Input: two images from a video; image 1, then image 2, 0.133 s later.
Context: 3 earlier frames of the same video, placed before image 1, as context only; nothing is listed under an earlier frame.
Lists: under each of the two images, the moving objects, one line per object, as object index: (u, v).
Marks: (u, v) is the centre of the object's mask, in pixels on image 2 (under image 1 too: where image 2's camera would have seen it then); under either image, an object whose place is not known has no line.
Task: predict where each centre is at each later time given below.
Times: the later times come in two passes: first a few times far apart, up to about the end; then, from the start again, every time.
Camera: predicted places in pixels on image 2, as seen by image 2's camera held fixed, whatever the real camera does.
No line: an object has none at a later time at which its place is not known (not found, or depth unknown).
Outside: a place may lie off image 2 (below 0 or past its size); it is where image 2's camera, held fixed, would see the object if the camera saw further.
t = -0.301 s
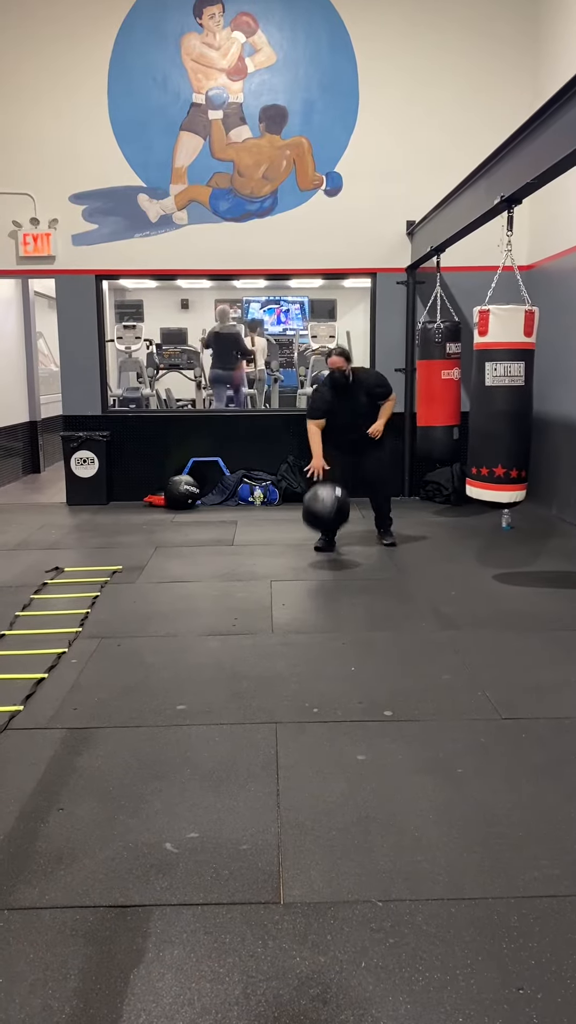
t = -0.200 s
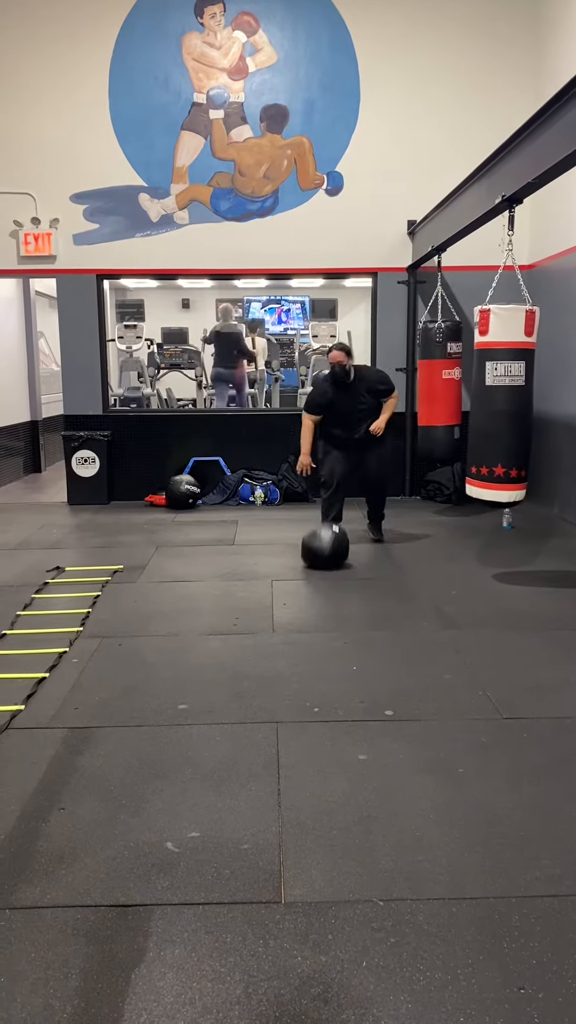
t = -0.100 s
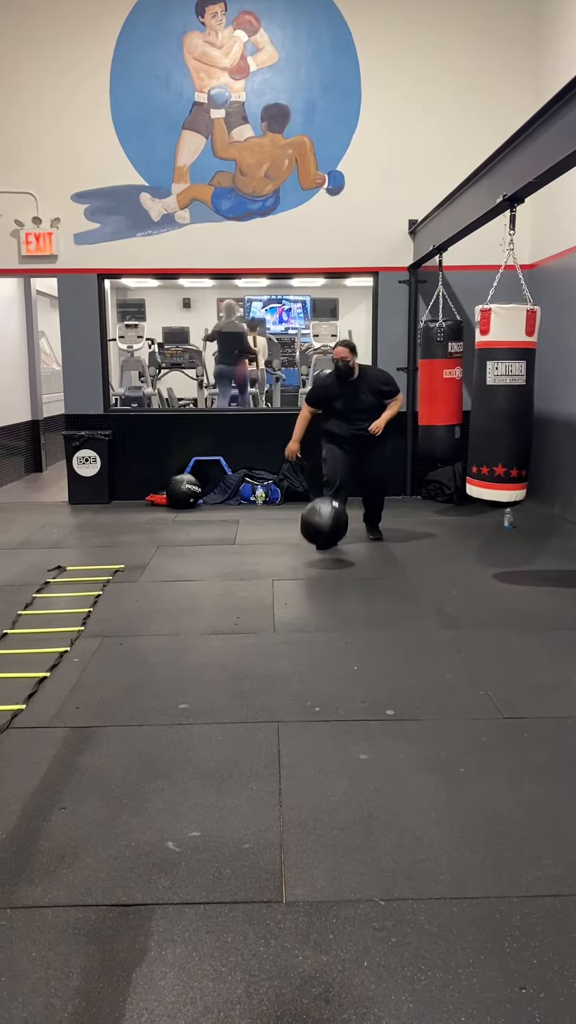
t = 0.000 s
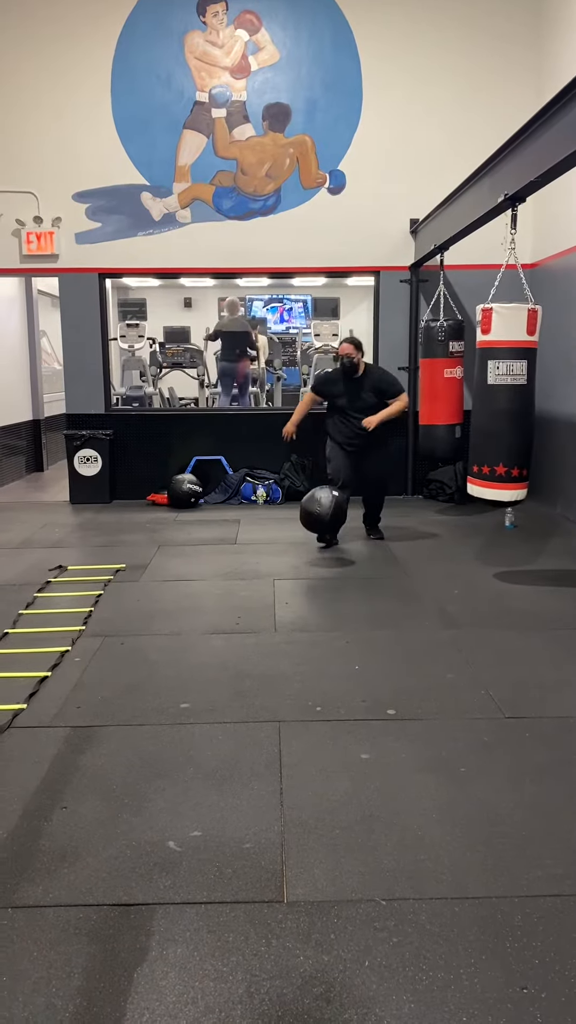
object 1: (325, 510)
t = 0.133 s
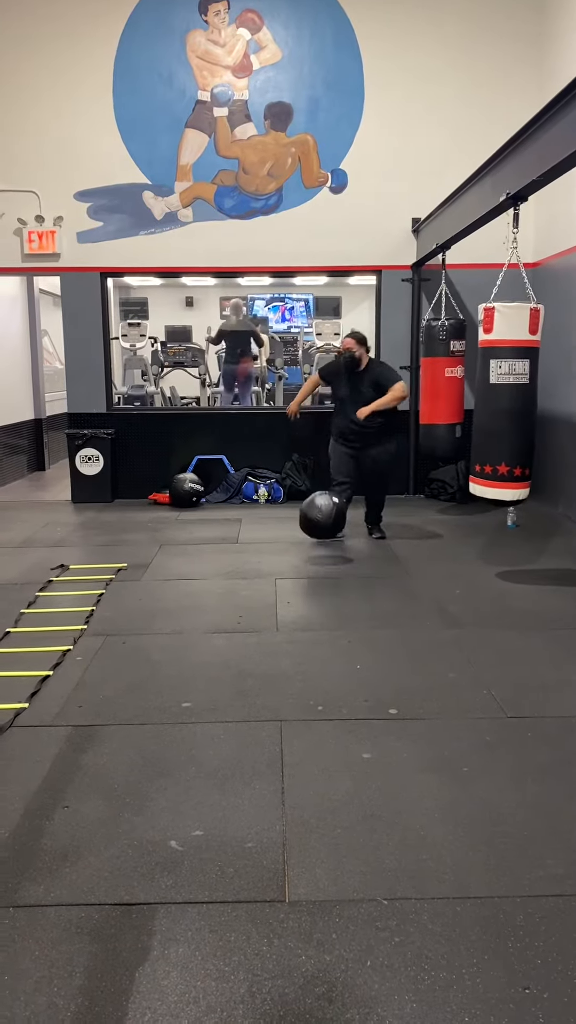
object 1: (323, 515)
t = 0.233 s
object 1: (321, 535)
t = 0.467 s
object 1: (316, 529)
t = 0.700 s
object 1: (312, 533)
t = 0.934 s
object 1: (311, 532)
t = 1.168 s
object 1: (313, 533)
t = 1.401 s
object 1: (314, 534)
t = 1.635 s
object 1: (314, 534)
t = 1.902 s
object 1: (314, 534)
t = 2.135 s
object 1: (314, 533)
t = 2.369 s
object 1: (314, 533)
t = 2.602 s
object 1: (314, 534)
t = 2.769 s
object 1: (314, 533)
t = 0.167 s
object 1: (323, 520)
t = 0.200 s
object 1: (322, 527)
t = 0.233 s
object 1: (321, 535)
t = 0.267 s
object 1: (321, 541)
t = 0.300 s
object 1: (320, 536)
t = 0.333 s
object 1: (319, 532)
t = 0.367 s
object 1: (318, 529)
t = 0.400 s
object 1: (317, 528)
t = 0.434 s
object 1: (317, 528)
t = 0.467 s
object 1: (316, 529)
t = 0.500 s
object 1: (315, 533)
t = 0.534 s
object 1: (314, 536)
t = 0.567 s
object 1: (314, 535)
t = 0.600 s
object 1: (313, 533)
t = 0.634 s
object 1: (313, 532)
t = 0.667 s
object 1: (312, 532)
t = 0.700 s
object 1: (312, 533)
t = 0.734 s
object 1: (312, 534)
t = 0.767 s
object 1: (311, 533)
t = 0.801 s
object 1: (311, 532)
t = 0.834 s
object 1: (311, 533)
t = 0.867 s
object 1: (311, 533)
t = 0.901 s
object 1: (311, 533)
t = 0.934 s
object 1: (311, 532)
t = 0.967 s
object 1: (312, 532)
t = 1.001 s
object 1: (312, 532)
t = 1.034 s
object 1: (312, 532)
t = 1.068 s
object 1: (312, 533)
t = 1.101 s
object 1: (313, 533)
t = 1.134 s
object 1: (313, 533)
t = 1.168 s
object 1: (313, 533)
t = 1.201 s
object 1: (313, 533)
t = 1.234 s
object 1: (313, 533)
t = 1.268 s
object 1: (313, 534)
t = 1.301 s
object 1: (313, 534)
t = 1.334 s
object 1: (313, 534)
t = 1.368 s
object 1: (314, 534)
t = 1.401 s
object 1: (314, 534)
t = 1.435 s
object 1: (314, 534)
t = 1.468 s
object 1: (314, 534)
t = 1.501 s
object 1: (314, 534)
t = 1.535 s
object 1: (314, 534)
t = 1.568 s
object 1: (314, 534)
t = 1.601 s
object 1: (314, 534)
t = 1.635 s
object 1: (314, 534)
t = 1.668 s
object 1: (314, 534)
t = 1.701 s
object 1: (314, 534)
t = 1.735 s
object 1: (314, 534)
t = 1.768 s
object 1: (314, 534)
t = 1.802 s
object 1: (314, 534)
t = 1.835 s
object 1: (314, 534)
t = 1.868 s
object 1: (314, 534)
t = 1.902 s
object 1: (314, 534)
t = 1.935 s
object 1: (314, 534)
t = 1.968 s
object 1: (314, 534)
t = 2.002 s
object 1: (314, 534)
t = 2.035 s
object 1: (314, 533)
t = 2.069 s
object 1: (314, 533)
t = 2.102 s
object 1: (314, 533)
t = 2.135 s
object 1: (314, 533)
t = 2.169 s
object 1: (314, 534)
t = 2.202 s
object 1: (314, 534)
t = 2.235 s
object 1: (314, 534)
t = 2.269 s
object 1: (314, 533)
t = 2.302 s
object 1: (314, 533)
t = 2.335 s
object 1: (314, 533)
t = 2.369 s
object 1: (314, 533)
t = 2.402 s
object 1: (314, 533)
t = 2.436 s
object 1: (314, 533)
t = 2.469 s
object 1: (314, 533)
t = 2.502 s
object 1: (314, 533)
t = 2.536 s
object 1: (314, 533)
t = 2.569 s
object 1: (314, 533)
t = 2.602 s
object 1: (314, 534)
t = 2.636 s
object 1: (314, 533)
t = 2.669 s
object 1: (314, 533)
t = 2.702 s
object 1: (314, 533)
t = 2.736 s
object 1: (314, 533)
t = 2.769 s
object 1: (314, 533)
